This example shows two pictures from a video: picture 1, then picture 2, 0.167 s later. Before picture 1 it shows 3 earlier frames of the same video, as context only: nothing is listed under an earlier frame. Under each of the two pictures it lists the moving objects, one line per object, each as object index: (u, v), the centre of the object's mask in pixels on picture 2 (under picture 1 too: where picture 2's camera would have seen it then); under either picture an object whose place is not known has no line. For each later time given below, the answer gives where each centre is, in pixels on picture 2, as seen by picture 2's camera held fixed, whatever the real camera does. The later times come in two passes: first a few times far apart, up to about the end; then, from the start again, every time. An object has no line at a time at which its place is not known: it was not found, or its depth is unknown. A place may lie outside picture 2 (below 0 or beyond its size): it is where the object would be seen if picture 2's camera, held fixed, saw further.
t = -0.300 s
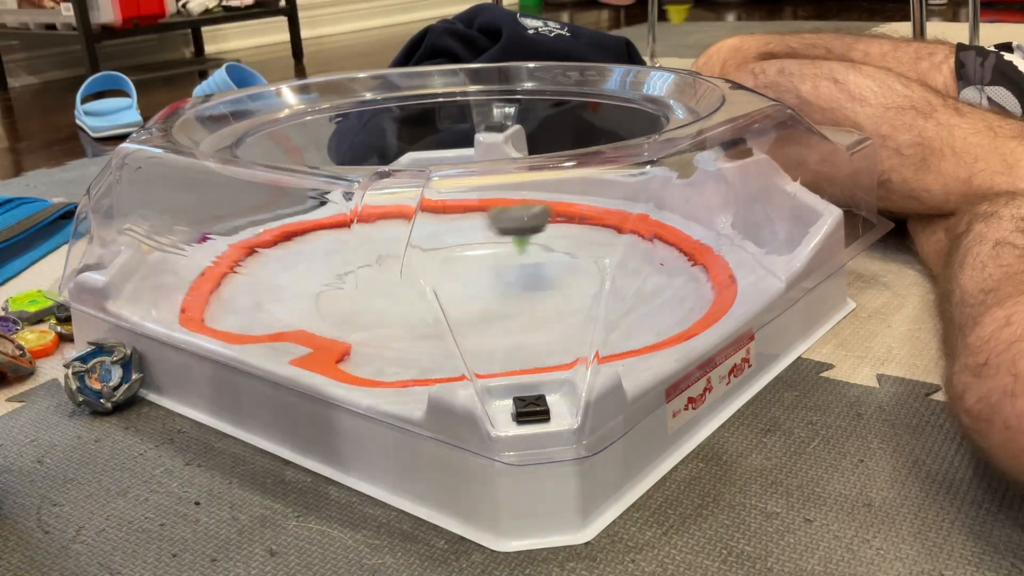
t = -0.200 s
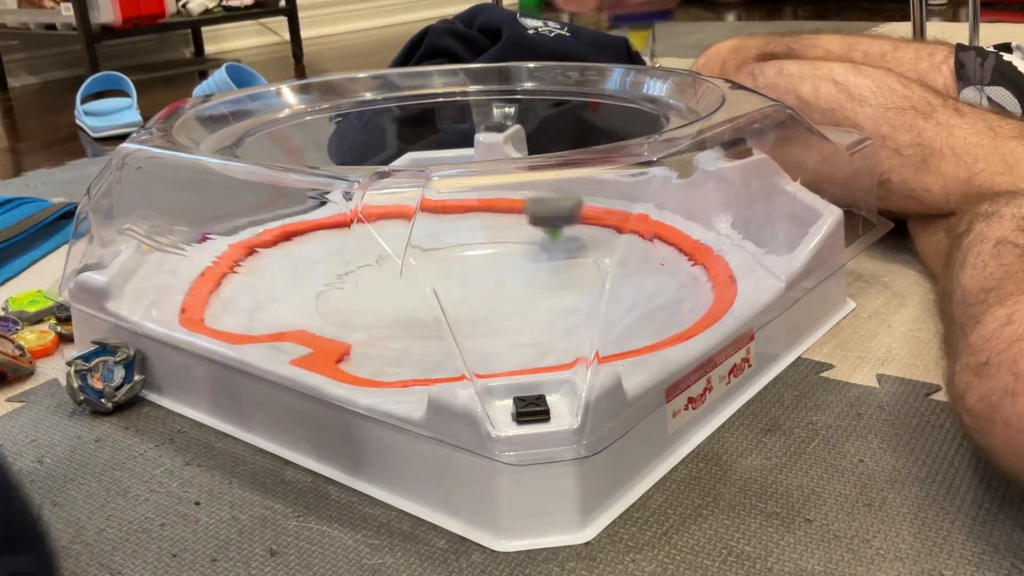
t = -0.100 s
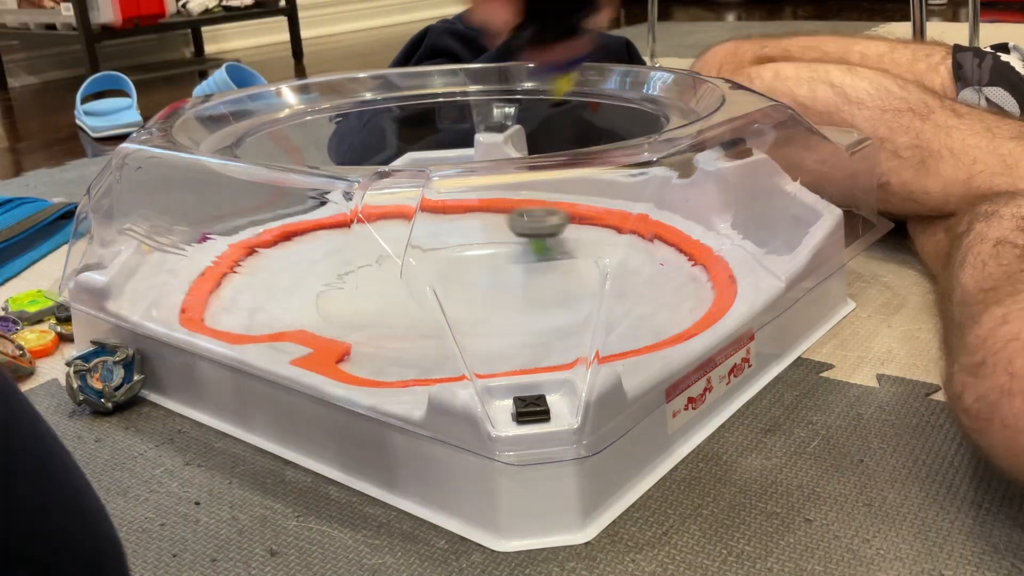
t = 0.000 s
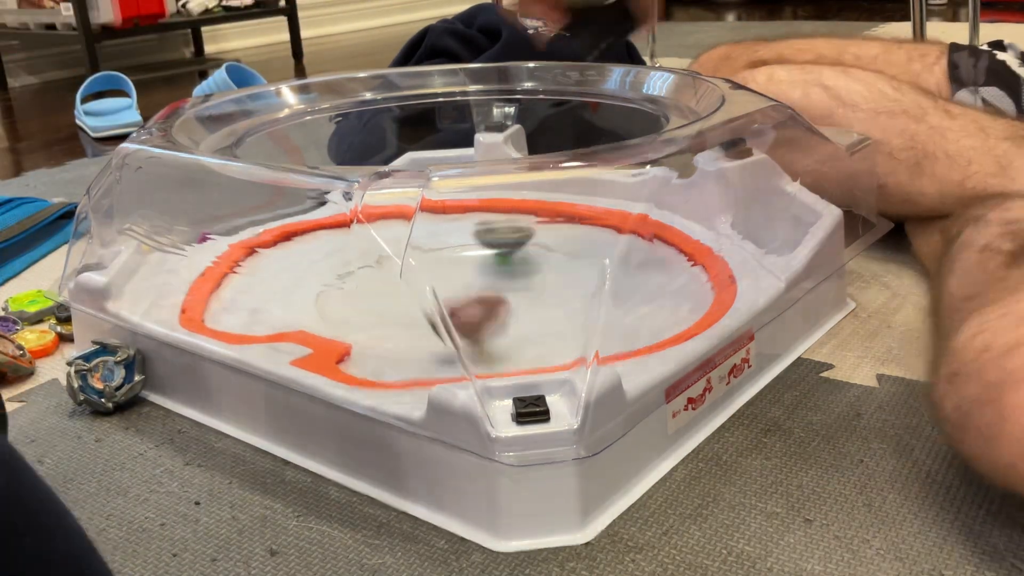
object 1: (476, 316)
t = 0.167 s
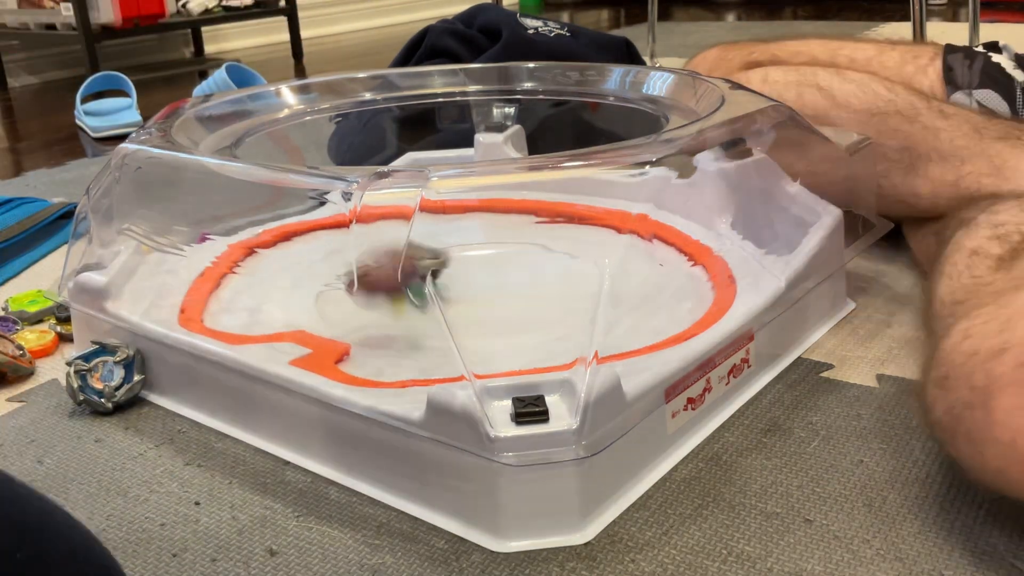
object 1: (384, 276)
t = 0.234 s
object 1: (389, 273)
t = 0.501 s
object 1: (518, 266)
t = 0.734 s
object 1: (683, 260)
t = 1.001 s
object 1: (358, 218)
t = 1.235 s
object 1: (233, 201)
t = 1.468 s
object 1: (477, 329)
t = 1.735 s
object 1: (629, 267)
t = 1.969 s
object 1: (582, 254)
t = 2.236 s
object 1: (350, 275)
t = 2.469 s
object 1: (255, 299)
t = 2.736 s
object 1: (464, 302)
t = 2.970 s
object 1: (532, 240)
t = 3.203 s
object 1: (479, 204)
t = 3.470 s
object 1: (389, 224)
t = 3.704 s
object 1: (358, 256)
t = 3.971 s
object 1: (400, 276)
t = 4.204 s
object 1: (353, 262)
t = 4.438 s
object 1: (394, 301)
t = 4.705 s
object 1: (539, 288)
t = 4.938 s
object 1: (508, 251)
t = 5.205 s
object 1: (373, 258)
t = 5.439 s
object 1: (406, 303)
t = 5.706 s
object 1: (562, 280)
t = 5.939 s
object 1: (525, 238)
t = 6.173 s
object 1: (399, 254)
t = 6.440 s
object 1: (400, 306)
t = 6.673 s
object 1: (544, 296)
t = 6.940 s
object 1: (533, 250)
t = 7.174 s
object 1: (409, 245)
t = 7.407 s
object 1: (349, 286)
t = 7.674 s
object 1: (494, 306)
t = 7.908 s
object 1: (574, 260)
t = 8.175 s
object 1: (471, 232)
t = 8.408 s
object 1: (367, 273)
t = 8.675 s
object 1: (437, 313)
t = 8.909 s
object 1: (563, 284)
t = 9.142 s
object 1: (529, 249)
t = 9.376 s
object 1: (409, 244)
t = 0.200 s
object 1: (383, 304)
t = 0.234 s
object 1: (389, 273)
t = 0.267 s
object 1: (370, 236)
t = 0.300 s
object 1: (333, 205)
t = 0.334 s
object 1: (342, 185)
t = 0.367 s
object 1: (378, 209)
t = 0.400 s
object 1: (421, 228)
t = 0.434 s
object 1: (461, 276)
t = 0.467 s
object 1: (497, 292)
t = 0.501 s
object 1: (518, 266)
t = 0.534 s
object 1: (533, 257)
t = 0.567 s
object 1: (560, 235)
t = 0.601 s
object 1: (583, 206)
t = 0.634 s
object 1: (605, 196)
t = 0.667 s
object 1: (631, 199)
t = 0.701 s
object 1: (658, 218)
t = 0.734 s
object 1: (683, 260)
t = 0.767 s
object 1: (659, 270)
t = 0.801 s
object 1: (610, 264)
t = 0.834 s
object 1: (566, 272)
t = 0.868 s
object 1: (518, 272)
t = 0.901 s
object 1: (473, 275)
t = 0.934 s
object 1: (430, 251)
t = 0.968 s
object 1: (381, 241)
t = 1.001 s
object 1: (358, 218)
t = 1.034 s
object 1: (319, 207)
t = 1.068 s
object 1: (285, 206)
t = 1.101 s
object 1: (258, 219)
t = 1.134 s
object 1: (239, 195)
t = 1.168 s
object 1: (232, 188)
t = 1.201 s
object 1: (230, 190)
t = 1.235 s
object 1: (233, 201)
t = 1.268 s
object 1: (235, 232)
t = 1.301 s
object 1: (247, 283)
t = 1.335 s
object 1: (284, 291)
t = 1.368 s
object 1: (324, 313)
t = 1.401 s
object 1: (370, 302)
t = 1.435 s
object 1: (421, 309)
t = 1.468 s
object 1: (477, 329)
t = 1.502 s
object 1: (523, 321)
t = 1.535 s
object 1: (572, 326)
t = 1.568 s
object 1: (596, 303)
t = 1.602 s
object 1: (608, 291)
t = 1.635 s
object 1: (617, 296)
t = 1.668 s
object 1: (623, 290)
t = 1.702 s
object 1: (627, 270)
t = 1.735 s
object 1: (629, 267)
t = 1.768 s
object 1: (630, 277)
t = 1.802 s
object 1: (629, 257)
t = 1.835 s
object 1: (625, 252)
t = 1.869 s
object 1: (619, 263)
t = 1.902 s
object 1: (605, 247)
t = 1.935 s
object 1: (593, 247)
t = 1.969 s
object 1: (582, 254)
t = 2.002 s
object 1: (562, 253)
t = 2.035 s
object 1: (541, 261)
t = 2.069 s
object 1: (515, 264)
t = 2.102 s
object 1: (486, 268)
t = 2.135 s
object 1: (454, 267)
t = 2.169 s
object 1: (419, 274)
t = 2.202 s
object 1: (380, 277)
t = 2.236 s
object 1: (350, 275)
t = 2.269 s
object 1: (318, 274)
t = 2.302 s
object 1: (288, 271)
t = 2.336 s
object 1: (263, 277)
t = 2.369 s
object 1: (235, 279)
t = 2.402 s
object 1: (212, 279)
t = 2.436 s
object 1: (232, 280)
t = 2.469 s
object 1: (255, 299)
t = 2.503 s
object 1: (280, 293)
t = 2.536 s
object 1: (305, 298)
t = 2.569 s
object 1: (333, 306)
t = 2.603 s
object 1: (360, 304)
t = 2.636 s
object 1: (390, 308)
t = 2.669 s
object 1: (415, 308)
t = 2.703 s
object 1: (445, 310)
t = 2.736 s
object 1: (464, 302)
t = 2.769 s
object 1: (487, 297)
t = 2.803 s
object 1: (505, 289)
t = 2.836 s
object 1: (520, 281)
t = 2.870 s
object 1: (530, 272)
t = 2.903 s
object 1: (534, 264)
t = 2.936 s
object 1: (536, 252)
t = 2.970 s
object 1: (532, 240)
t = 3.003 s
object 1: (526, 228)
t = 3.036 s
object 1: (519, 217)
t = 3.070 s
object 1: (509, 212)
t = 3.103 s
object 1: (501, 210)
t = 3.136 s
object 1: (493, 208)
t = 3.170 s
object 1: (485, 206)
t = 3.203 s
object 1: (479, 204)
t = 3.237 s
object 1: (475, 200)
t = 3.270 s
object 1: (470, 200)
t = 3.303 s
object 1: (455, 201)
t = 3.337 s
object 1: (441, 207)
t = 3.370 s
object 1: (433, 209)
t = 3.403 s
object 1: (418, 217)
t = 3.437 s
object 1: (405, 217)
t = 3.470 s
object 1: (389, 224)
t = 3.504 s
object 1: (380, 236)
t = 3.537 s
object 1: (379, 245)
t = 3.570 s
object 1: (378, 250)
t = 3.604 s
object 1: (370, 240)
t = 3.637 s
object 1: (360, 241)
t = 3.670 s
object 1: (354, 252)
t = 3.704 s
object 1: (358, 256)
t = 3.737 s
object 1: (366, 259)
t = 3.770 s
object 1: (377, 267)
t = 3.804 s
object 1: (402, 277)
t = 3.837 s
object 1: (423, 282)
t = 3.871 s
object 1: (456, 286)
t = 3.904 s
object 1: (458, 286)
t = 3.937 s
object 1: (424, 275)
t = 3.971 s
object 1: (400, 276)
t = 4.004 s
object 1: (371, 263)
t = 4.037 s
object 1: (351, 258)
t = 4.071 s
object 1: (339, 248)
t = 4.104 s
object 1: (339, 246)
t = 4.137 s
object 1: (344, 255)
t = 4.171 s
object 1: (348, 256)
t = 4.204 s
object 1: (353, 262)
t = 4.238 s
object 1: (360, 267)
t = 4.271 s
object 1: (364, 273)
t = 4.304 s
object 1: (367, 279)
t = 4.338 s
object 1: (373, 285)
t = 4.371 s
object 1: (378, 290)
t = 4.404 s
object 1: (383, 296)
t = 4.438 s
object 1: (394, 301)
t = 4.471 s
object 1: (406, 305)
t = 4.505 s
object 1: (422, 309)
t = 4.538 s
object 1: (446, 308)
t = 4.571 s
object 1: (471, 310)
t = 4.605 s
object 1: (489, 307)
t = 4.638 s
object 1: (509, 303)
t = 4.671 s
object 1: (526, 296)
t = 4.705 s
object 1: (539, 288)
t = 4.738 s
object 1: (547, 283)
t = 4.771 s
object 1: (550, 277)
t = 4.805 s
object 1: (548, 270)
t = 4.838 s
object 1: (542, 263)
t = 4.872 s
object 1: (534, 258)
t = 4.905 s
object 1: (523, 254)
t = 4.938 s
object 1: (508, 251)
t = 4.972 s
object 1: (492, 247)
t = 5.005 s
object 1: (474, 243)
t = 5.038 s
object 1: (454, 242)
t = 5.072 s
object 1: (436, 242)
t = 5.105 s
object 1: (423, 246)
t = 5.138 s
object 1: (405, 247)
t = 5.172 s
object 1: (385, 254)
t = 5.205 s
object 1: (373, 258)
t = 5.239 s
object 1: (365, 267)
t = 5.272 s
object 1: (361, 273)
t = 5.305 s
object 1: (361, 280)
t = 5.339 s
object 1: (365, 286)
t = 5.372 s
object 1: (373, 293)
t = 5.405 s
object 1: (390, 299)
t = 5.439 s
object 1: (406, 303)
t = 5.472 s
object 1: (424, 305)
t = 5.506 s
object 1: (451, 305)
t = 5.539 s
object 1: (473, 306)
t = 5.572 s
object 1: (494, 303)
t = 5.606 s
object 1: (516, 297)
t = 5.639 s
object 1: (535, 290)
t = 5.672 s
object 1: (551, 285)
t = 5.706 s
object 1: (562, 280)
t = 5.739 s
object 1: (568, 273)
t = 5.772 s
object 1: (571, 265)
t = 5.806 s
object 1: (569, 258)
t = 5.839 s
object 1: (563, 253)
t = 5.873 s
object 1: (553, 246)
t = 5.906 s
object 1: (540, 242)
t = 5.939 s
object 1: (525, 238)
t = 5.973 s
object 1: (507, 236)
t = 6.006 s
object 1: (489, 236)
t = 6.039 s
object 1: (470, 238)
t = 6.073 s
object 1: (448, 240)
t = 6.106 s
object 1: (432, 243)
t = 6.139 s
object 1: (418, 248)
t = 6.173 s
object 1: (399, 254)
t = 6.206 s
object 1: (387, 262)
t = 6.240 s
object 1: (374, 269)
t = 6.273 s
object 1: (368, 277)
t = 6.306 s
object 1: (367, 283)
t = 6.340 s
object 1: (369, 289)
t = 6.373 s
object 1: (374, 296)
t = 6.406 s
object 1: (387, 301)
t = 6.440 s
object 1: (400, 306)
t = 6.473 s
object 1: (415, 310)
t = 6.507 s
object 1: (435, 312)
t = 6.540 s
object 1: (456, 313)
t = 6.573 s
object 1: (481, 312)
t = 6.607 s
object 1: (505, 308)
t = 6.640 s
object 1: (525, 302)
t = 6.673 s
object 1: (544, 296)
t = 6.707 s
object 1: (557, 289)
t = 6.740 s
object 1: (564, 283)
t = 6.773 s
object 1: (568, 278)
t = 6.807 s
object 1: (569, 272)
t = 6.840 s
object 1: (566, 264)
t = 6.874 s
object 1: (558, 258)
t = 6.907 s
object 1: (546, 253)
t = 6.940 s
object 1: (533, 250)
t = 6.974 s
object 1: (517, 246)
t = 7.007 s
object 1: (500, 243)
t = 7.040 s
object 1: (481, 240)
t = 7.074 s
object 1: (463, 240)
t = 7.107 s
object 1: (440, 239)
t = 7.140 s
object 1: (427, 242)
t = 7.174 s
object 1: (409, 245)
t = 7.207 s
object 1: (387, 251)
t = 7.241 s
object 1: (375, 253)
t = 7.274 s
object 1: (365, 257)
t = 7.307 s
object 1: (354, 265)
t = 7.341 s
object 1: (349, 271)
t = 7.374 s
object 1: (347, 277)
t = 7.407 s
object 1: (349, 286)
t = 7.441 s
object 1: (356, 292)
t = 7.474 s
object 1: (369, 298)
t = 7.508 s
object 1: (386, 302)
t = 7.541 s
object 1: (404, 306)
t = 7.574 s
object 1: (424, 309)
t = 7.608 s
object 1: (446, 309)
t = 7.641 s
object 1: (473, 309)
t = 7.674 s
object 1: (494, 306)
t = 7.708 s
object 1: (517, 301)
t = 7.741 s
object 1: (536, 295)
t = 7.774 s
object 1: (551, 287)
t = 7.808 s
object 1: (562, 282)
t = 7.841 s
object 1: (569, 275)
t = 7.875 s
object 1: (574, 268)
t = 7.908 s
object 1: (574, 260)
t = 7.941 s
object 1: (570, 255)
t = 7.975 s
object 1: (563, 249)
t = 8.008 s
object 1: (552, 244)
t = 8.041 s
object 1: (539, 238)
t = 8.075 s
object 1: (524, 235)
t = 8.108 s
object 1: (507, 234)
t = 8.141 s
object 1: (490, 234)
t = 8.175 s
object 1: (471, 232)
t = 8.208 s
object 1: (450, 236)
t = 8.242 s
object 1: (434, 241)
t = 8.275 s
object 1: (420, 246)
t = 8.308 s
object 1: (405, 251)
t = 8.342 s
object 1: (387, 258)
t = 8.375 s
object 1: (376, 264)
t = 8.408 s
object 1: (367, 273)
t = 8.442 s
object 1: (365, 279)
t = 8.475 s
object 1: (365, 285)
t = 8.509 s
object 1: (368, 290)
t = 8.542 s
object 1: (374, 298)
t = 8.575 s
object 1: (382, 305)
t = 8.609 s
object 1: (398, 308)
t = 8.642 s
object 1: (417, 311)
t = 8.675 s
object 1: (437, 313)
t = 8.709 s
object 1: (465, 313)
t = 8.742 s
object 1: (480, 312)
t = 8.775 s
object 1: (502, 310)
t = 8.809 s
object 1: (523, 304)
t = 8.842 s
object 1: (540, 298)
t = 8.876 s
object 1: (554, 291)
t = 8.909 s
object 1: (563, 284)
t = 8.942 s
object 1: (568, 280)
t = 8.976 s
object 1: (569, 274)
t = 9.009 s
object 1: (568, 267)
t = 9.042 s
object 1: (562, 261)
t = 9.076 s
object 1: (553, 255)
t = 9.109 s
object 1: (542, 252)
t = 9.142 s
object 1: (529, 249)
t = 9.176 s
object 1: (513, 243)
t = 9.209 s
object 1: (494, 241)
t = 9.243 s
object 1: (477, 239)
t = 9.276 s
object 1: (459, 236)
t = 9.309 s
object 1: (438, 237)
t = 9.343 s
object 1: (426, 243)
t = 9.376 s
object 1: (409, 244)
